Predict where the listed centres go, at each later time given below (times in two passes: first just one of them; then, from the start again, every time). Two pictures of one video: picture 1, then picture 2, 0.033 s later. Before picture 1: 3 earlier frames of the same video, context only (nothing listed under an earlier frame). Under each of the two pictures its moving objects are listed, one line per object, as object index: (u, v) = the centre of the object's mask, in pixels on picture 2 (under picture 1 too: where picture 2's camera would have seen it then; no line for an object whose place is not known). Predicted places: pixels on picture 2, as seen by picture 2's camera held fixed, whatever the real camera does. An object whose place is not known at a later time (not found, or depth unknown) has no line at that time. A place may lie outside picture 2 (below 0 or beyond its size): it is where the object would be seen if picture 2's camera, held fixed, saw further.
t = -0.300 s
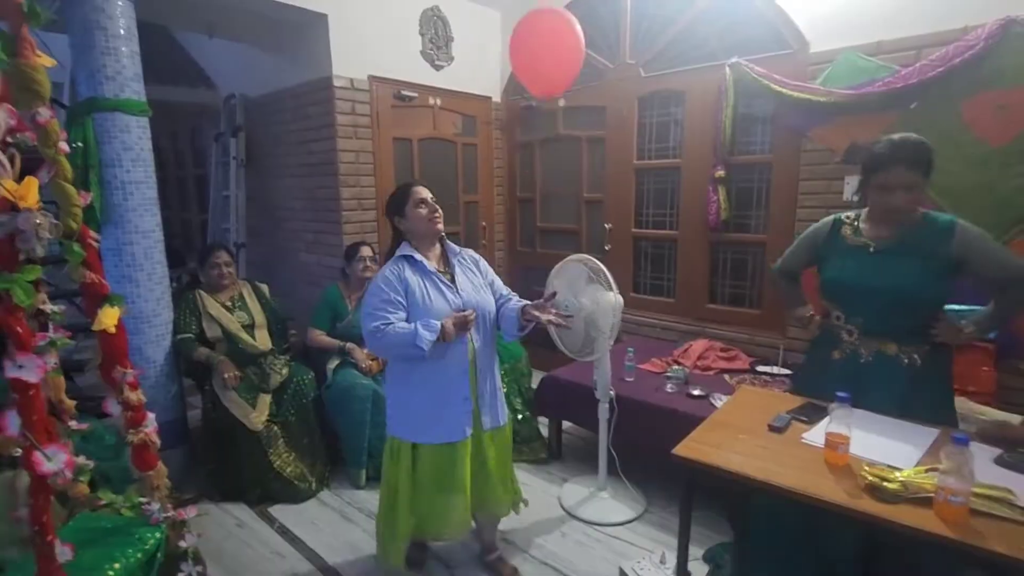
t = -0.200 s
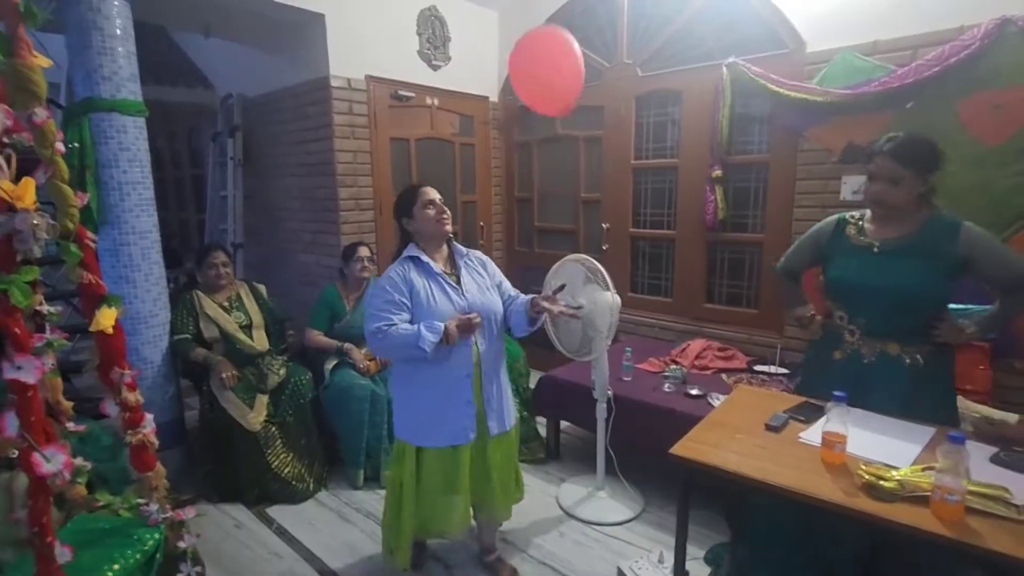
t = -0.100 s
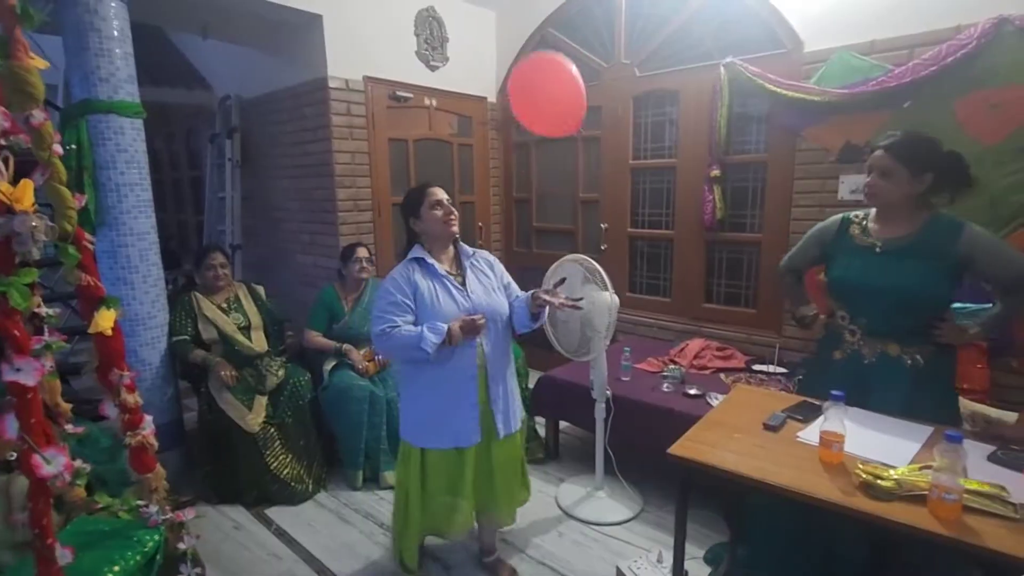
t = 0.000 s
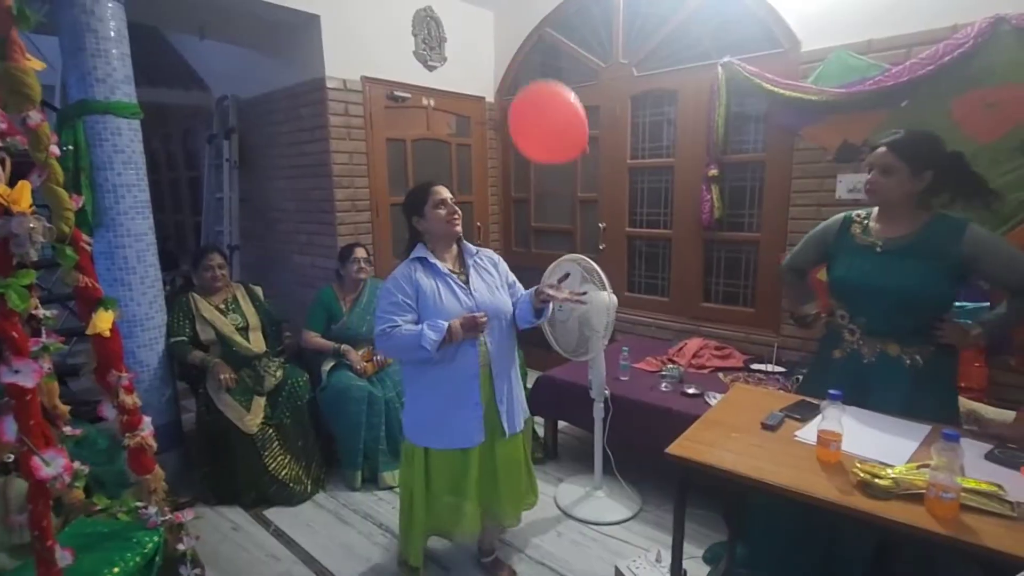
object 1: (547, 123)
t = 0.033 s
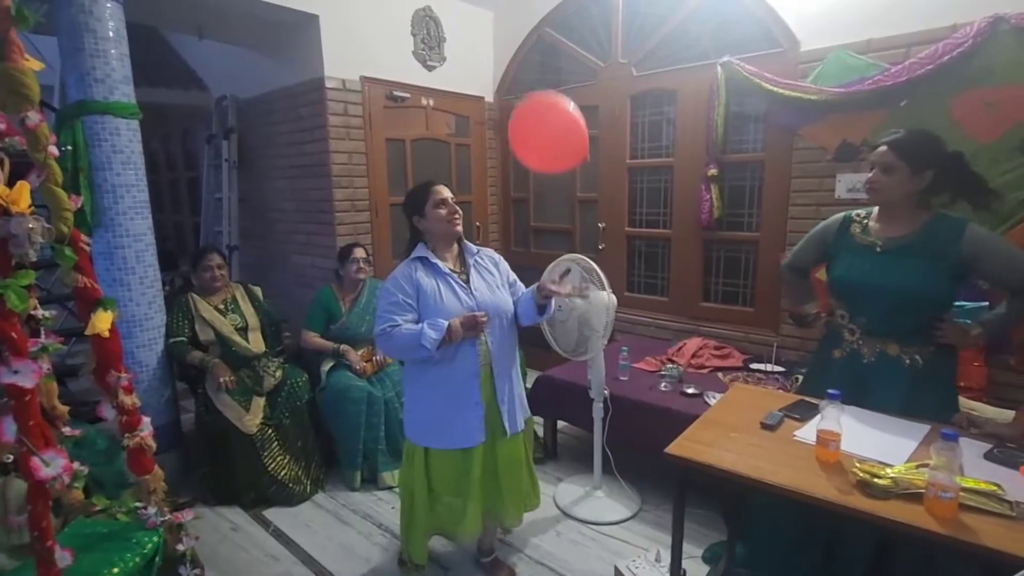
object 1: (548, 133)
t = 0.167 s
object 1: (553, 177)
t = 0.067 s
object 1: (549, 144)
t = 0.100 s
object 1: (550, 154)
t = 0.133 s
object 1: (552, 166)
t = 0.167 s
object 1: (553, 177)
